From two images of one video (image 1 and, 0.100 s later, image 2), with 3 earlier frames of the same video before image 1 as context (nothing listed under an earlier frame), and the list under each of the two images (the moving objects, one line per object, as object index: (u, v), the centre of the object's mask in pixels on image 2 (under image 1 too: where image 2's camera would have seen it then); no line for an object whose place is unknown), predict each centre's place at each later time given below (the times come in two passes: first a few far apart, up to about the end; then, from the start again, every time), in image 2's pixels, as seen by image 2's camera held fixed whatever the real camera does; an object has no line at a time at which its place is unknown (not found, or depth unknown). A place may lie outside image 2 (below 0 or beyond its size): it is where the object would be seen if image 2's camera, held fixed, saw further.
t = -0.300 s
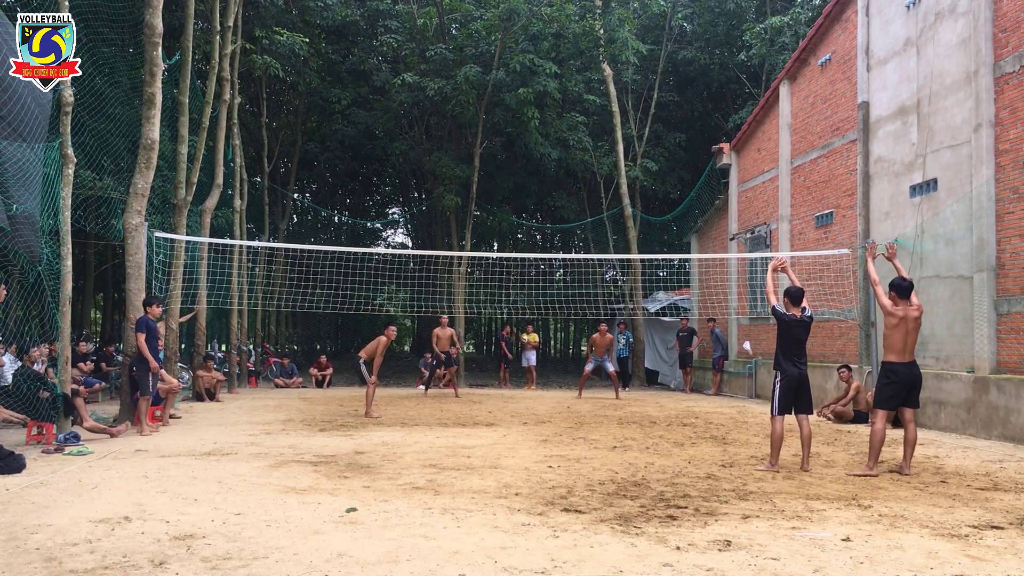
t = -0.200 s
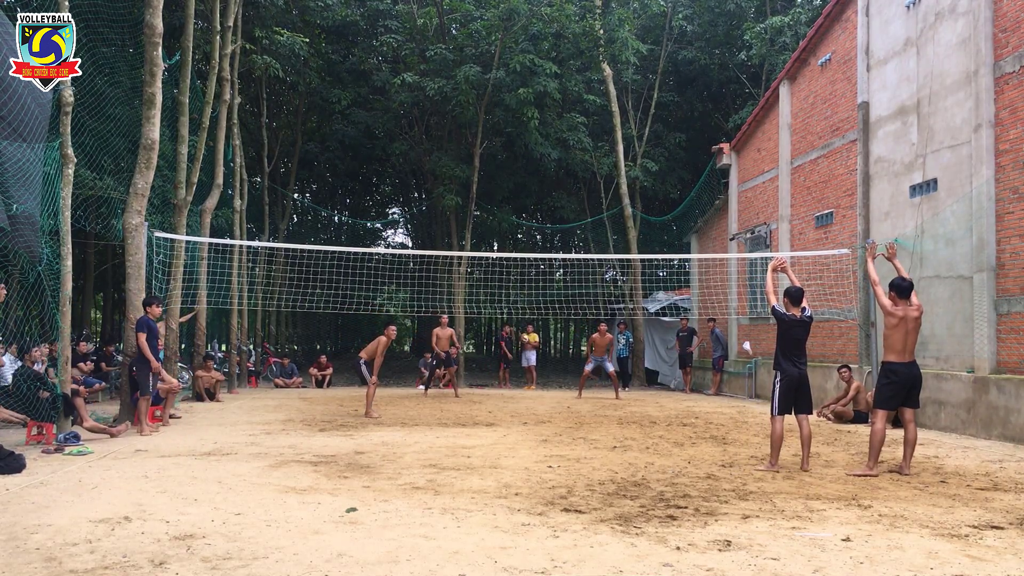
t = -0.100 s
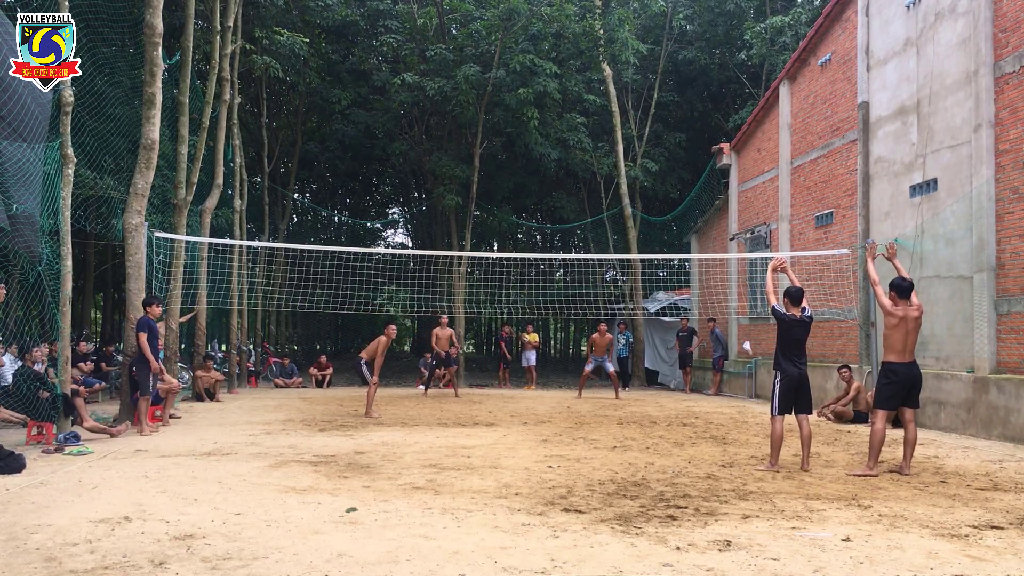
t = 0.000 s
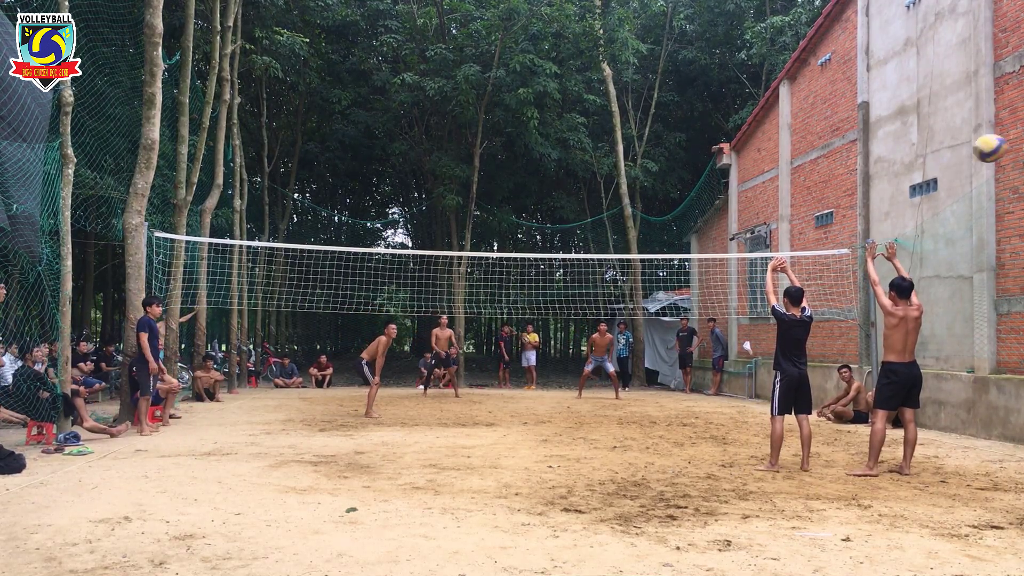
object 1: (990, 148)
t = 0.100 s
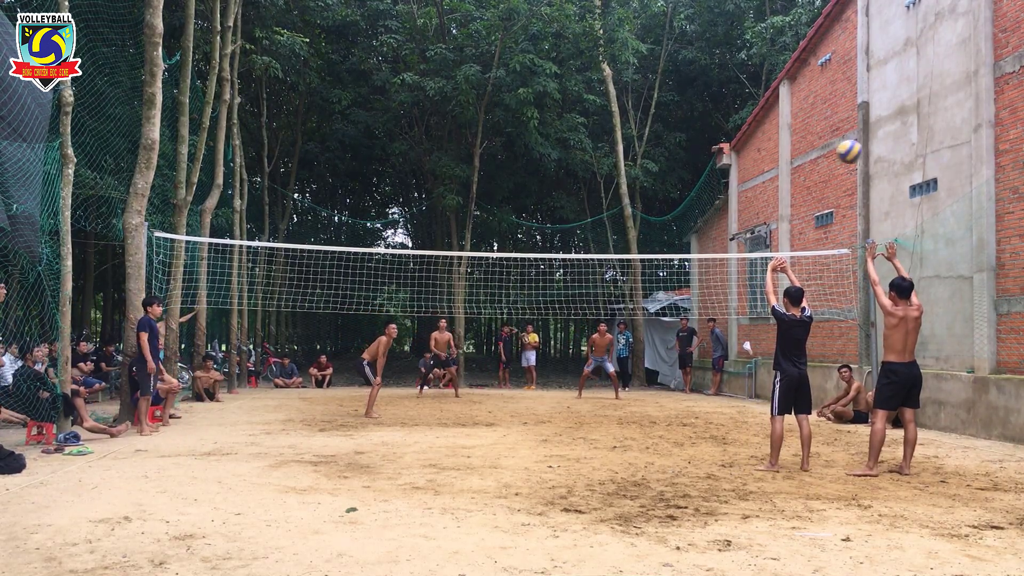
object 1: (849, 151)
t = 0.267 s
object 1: (692, 173)
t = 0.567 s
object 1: (528, 238)
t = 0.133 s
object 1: (811, 154)
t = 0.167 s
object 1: (777, 158)
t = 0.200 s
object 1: (746, 162)
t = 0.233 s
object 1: (718, 168)
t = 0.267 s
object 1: (692, 173)
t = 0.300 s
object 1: (667, 179)
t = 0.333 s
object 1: (645, 186)
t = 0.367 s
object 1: (624, 192)
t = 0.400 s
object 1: (605, 199)
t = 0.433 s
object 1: (588, 206)
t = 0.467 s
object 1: (572, 214)
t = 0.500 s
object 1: (556, 221)
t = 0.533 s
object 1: (542, 229)
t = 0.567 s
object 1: (528, 238)
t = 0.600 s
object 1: (516, 245)
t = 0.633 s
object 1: (504, 250)
